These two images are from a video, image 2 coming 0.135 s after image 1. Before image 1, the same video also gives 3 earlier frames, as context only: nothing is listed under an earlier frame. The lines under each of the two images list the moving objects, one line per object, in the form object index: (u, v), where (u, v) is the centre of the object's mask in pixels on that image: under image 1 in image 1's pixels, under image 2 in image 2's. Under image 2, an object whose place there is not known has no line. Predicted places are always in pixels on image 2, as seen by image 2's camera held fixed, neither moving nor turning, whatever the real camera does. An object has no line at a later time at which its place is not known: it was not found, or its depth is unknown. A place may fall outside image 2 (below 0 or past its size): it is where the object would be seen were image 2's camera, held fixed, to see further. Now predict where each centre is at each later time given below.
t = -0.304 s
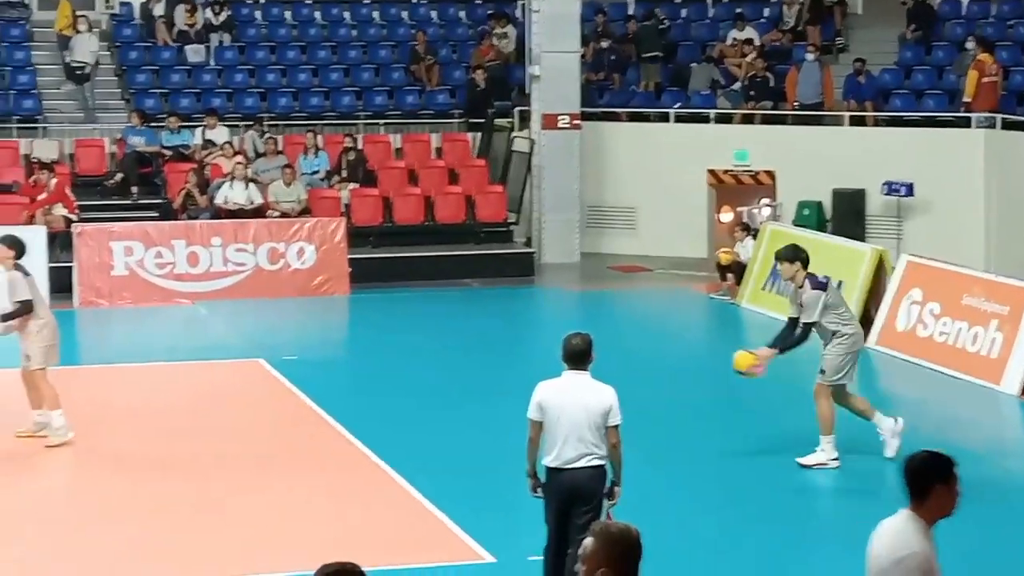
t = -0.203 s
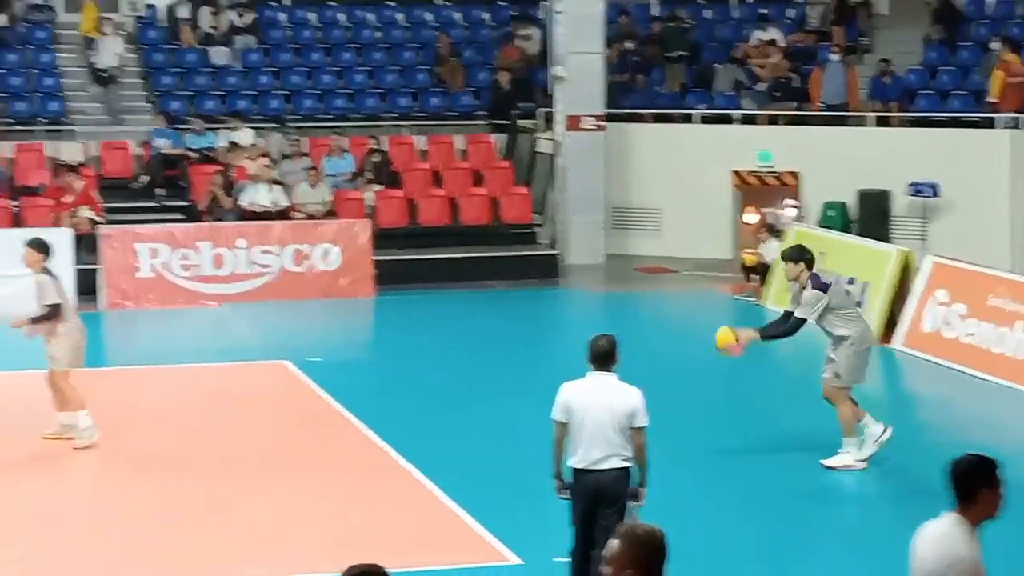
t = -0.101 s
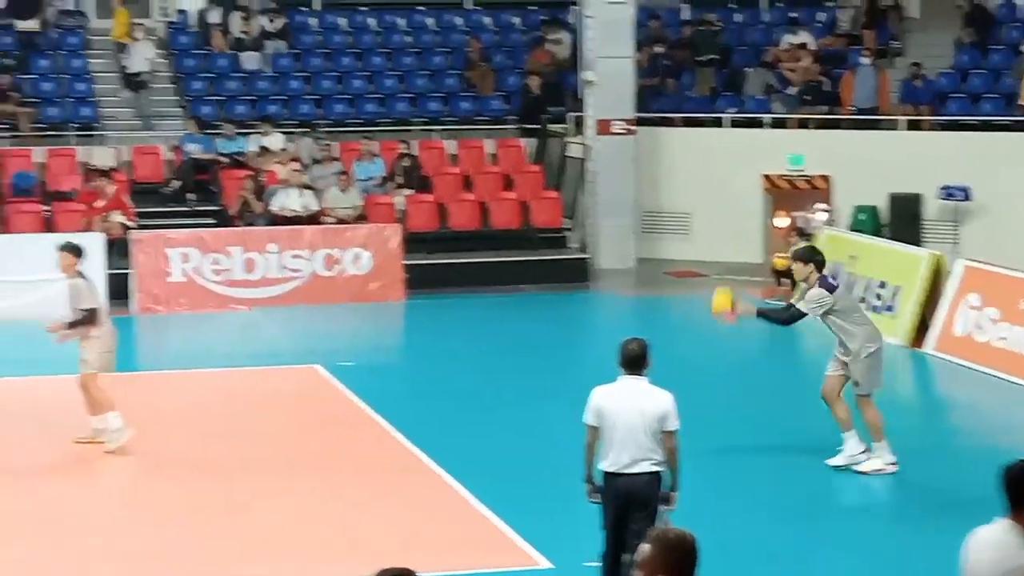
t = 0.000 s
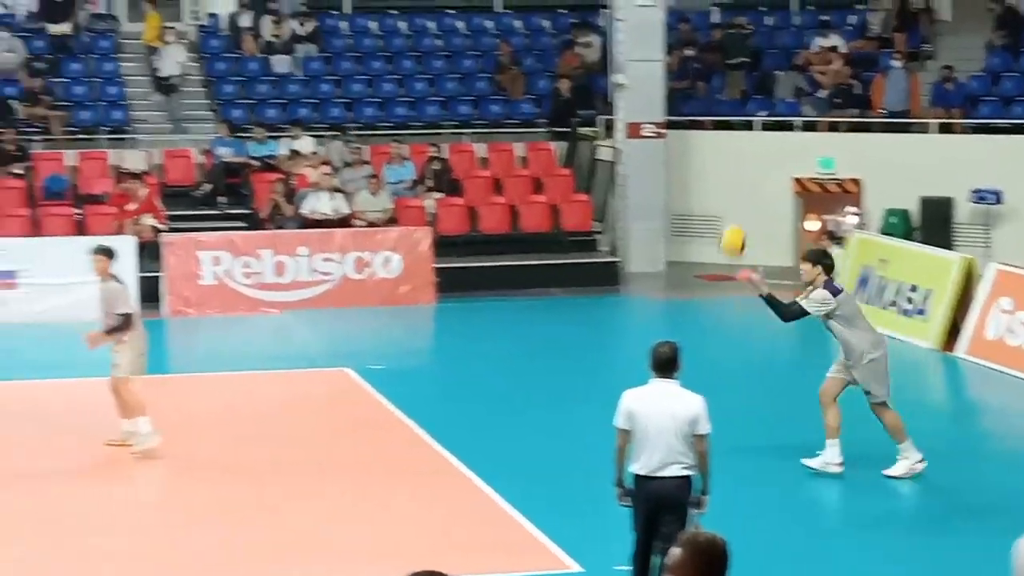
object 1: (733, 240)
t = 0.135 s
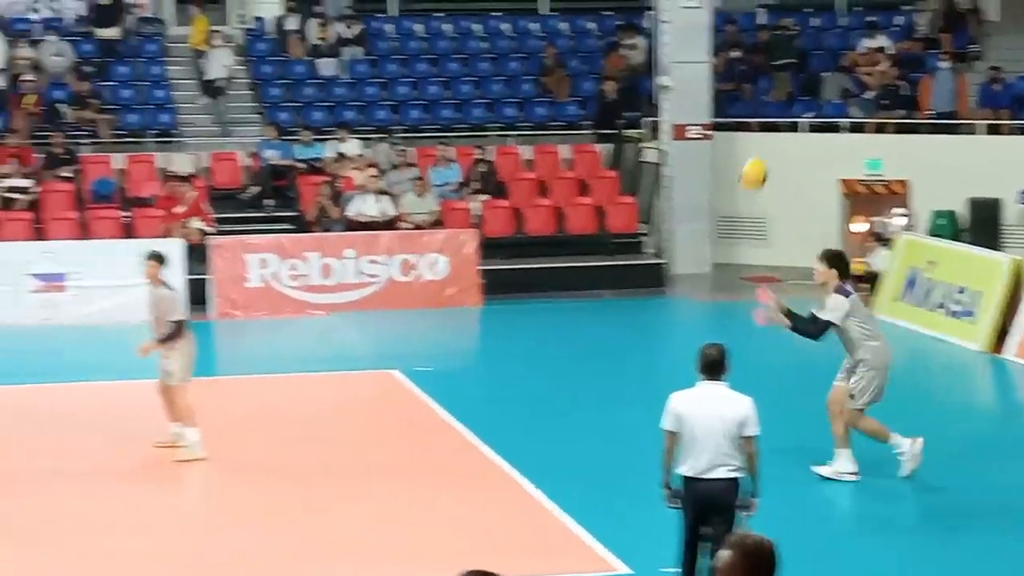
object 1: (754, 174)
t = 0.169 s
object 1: (747, 160)
